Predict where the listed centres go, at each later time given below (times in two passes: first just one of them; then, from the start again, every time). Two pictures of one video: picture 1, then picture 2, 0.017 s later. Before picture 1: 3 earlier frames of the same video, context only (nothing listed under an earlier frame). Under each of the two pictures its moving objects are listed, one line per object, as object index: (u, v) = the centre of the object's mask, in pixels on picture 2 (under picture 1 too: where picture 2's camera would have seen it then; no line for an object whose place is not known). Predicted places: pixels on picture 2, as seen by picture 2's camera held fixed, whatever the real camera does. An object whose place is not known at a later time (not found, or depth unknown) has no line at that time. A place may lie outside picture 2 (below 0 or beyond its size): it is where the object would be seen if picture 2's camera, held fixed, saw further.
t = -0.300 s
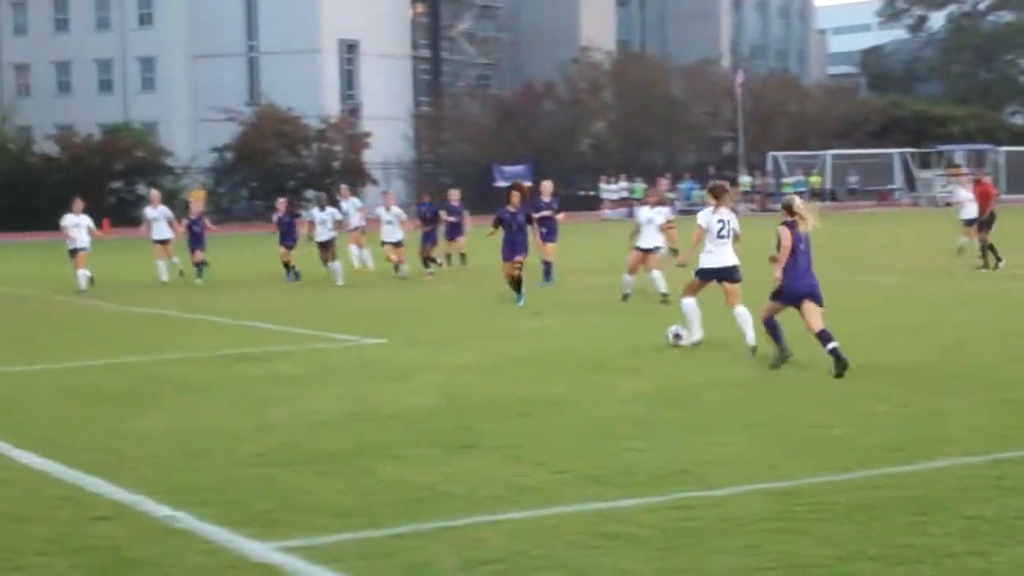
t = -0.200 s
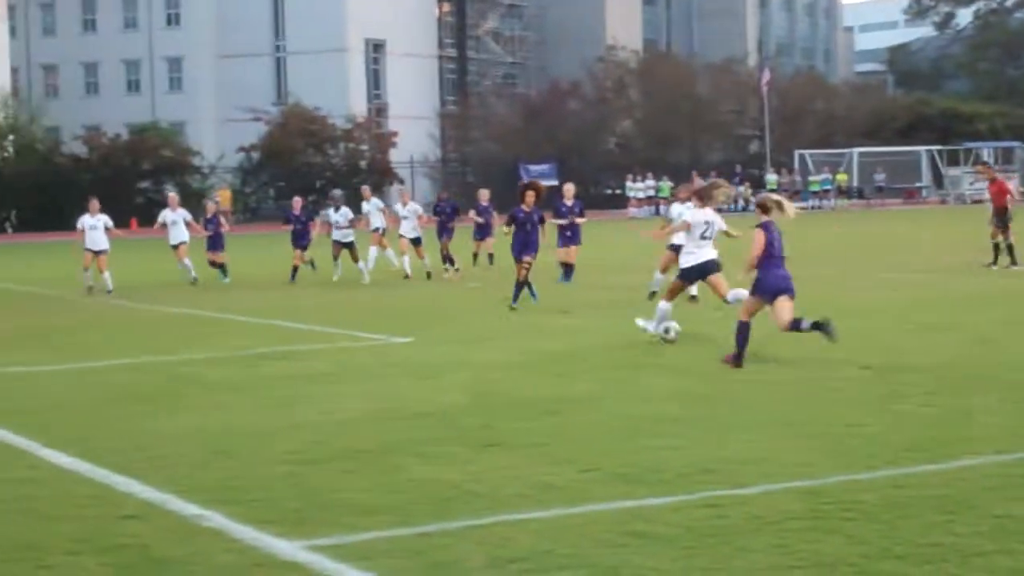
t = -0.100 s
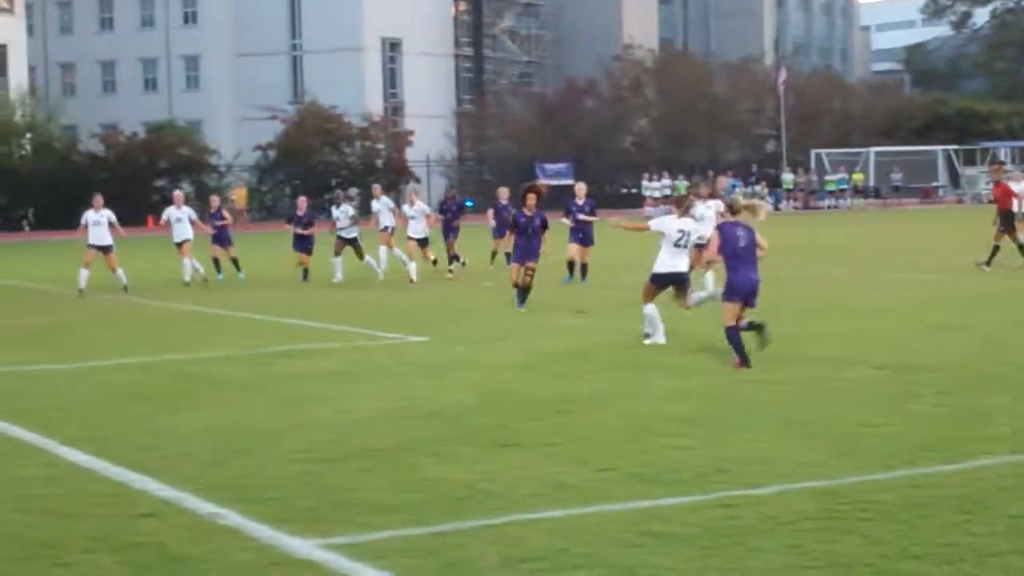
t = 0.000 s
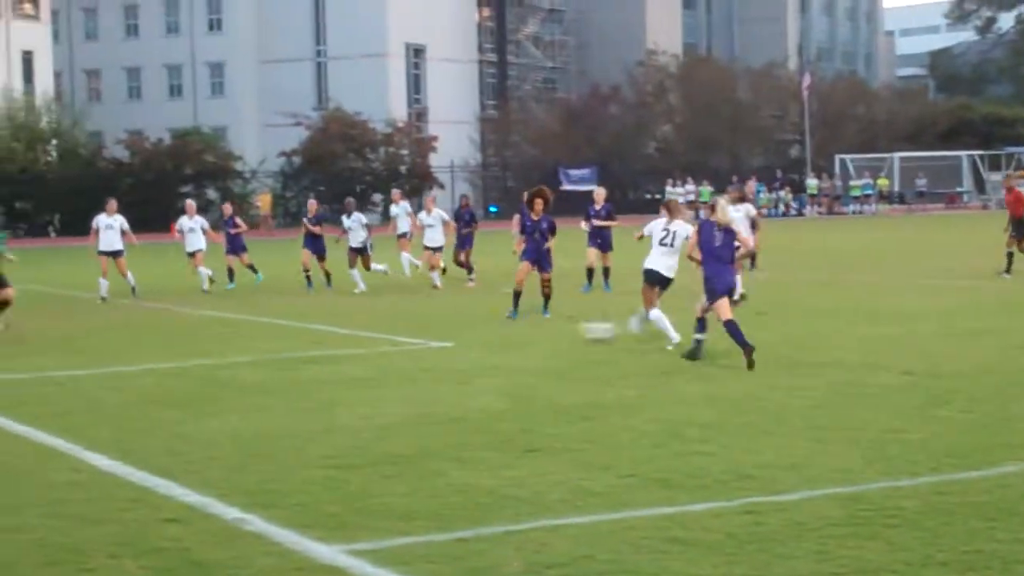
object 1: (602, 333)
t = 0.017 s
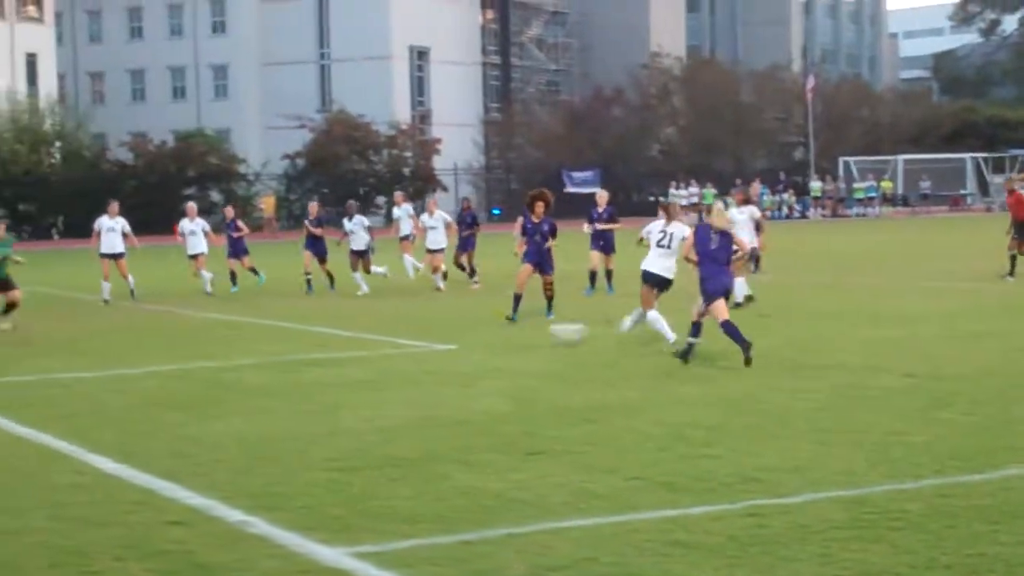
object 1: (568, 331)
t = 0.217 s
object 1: (205, 334)
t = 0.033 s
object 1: (535, 330)
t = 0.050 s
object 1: (501, 330)
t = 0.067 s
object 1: (468, 330)
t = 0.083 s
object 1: (437, 331)
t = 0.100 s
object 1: (407, 331)
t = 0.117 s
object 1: (375, 334)
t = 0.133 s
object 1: (345, 334)
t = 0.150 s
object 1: (316, 336)
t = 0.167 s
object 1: (287, 334)
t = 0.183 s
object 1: (259, 334)
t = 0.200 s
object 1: (233, 334)
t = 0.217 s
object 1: (205, 334)
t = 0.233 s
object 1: (179, 333)
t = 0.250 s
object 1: (154, 333)
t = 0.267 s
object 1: (128, 334)
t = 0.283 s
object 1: (103, 334)
